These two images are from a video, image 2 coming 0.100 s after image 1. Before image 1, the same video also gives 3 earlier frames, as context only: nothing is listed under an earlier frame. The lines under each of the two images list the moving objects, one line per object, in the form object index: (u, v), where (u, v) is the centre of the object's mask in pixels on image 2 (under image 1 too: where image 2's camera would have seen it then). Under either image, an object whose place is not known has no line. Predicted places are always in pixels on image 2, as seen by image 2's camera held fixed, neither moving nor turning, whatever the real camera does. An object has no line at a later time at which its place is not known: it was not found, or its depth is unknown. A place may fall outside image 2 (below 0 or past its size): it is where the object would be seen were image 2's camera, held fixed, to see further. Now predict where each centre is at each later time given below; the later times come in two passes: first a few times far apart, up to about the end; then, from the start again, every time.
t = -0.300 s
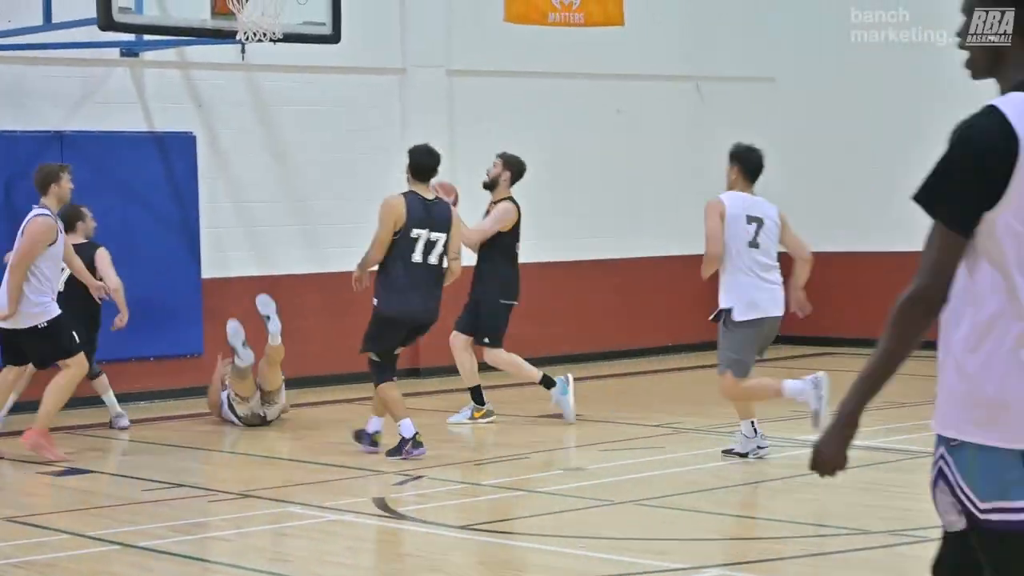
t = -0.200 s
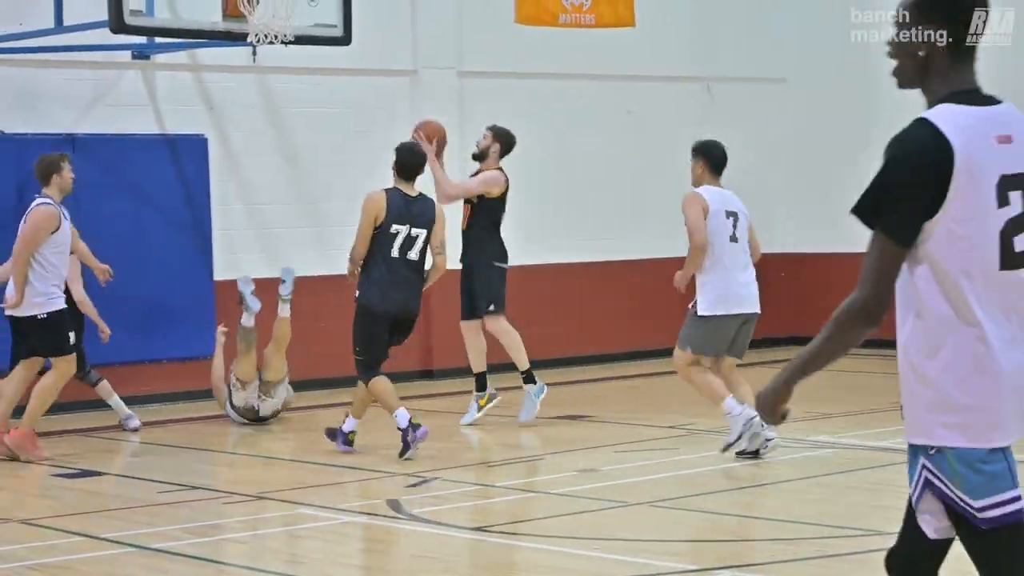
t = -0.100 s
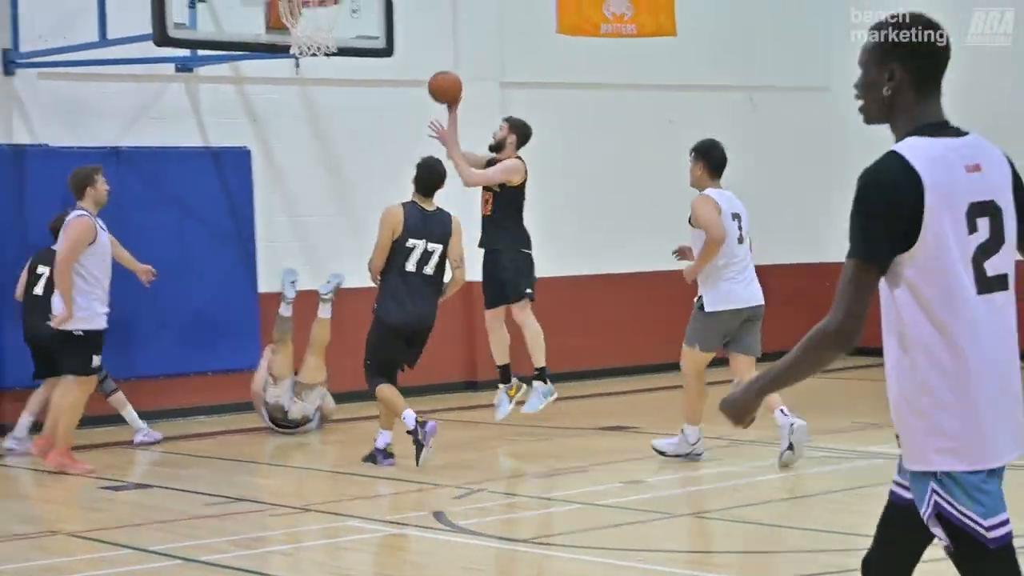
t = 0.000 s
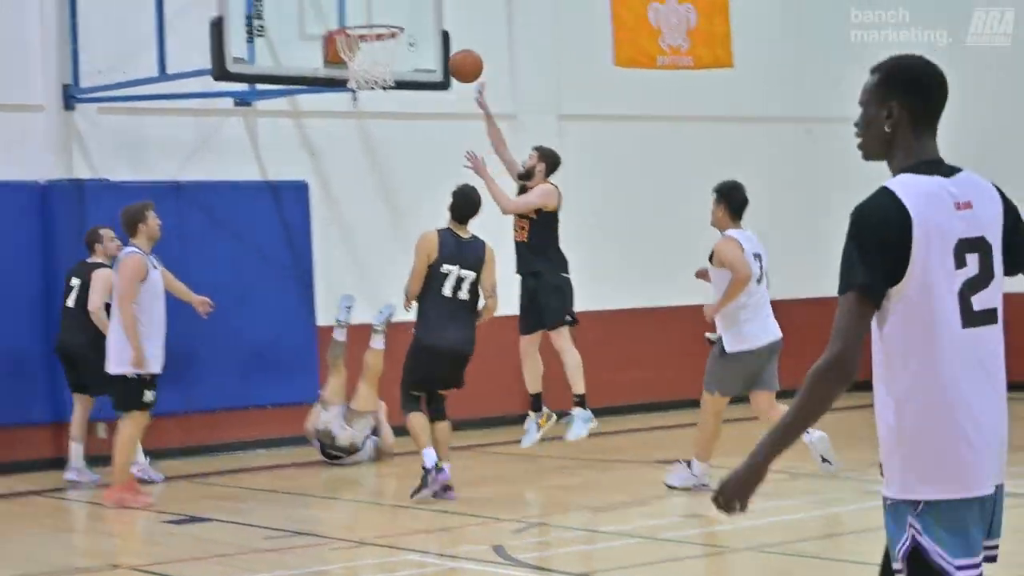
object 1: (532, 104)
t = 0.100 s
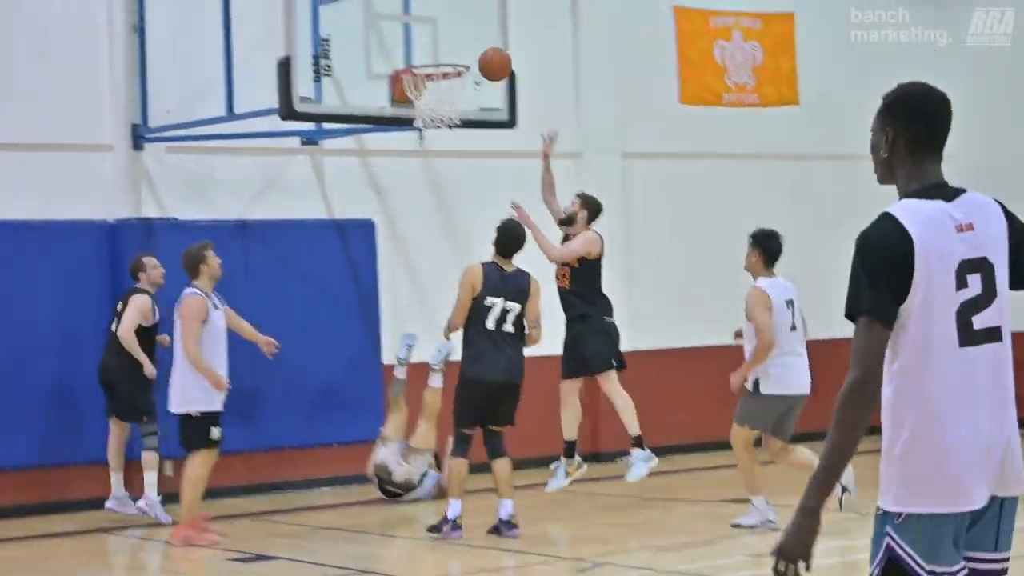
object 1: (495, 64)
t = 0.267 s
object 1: (453, 31)
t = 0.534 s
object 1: (443, 69)
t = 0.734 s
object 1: (428, 154)
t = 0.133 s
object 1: (483, 54)
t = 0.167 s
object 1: (470, 45)
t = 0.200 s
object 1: (458, 38)
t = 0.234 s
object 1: (454, 34)
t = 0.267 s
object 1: (453, 31)
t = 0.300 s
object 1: (452, 31)
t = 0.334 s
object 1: (450, 31)
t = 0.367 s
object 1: (449, 34)
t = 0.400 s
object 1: (448, 37)
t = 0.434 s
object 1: (447, 43)
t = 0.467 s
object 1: (446, 50)
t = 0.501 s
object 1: (444, 56)
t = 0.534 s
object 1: (443, 69)
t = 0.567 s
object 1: (443, 80)
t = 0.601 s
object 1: (439, 90)
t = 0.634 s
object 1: (436, 102)
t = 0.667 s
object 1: (432, 120)
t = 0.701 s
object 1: (430, 138)
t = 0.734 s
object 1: (428, 154)
